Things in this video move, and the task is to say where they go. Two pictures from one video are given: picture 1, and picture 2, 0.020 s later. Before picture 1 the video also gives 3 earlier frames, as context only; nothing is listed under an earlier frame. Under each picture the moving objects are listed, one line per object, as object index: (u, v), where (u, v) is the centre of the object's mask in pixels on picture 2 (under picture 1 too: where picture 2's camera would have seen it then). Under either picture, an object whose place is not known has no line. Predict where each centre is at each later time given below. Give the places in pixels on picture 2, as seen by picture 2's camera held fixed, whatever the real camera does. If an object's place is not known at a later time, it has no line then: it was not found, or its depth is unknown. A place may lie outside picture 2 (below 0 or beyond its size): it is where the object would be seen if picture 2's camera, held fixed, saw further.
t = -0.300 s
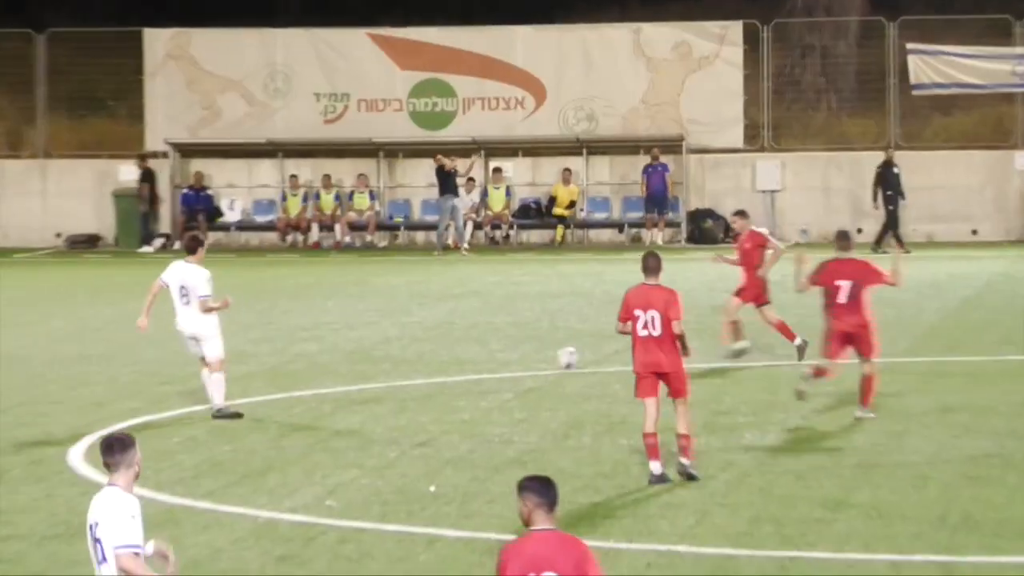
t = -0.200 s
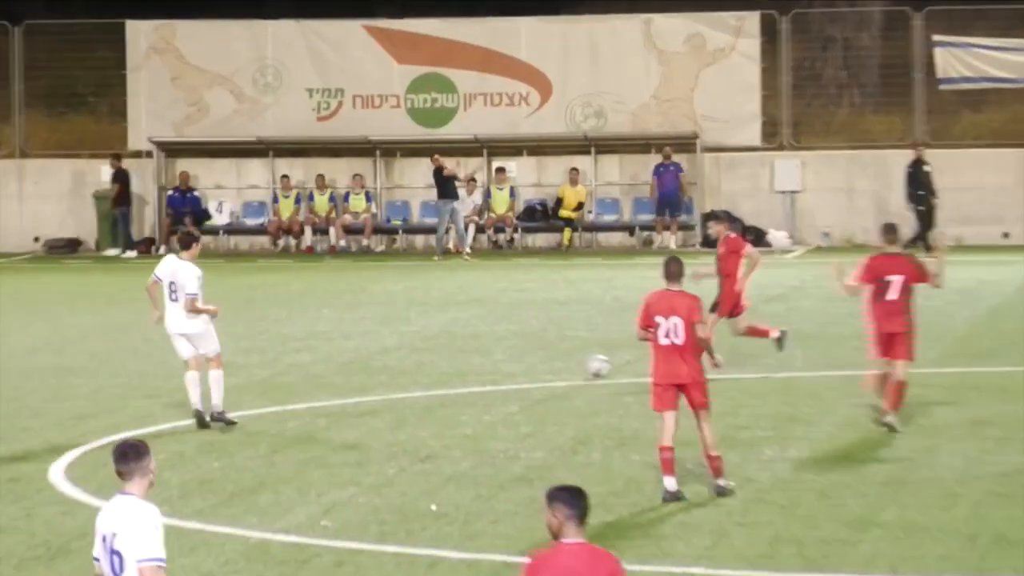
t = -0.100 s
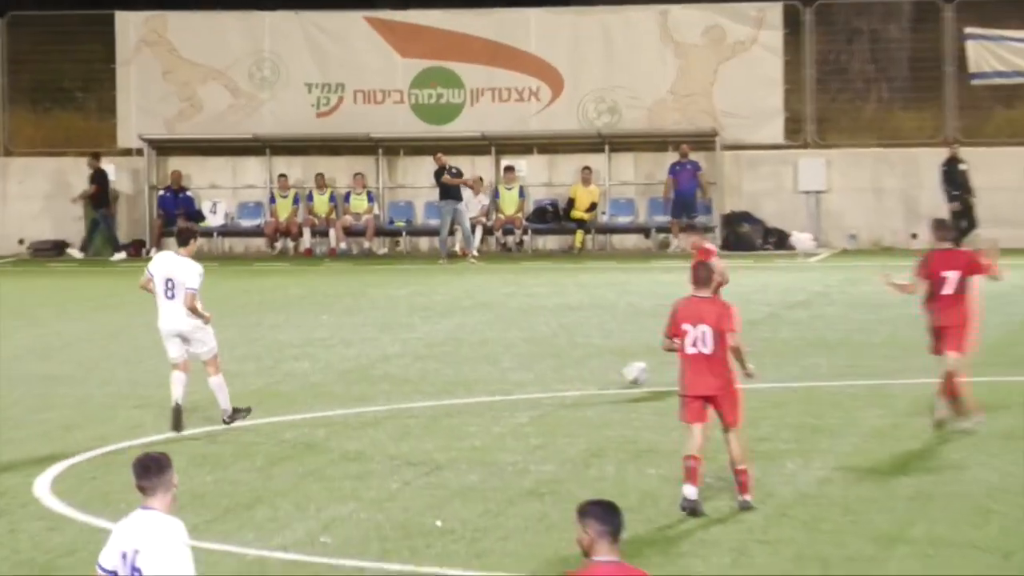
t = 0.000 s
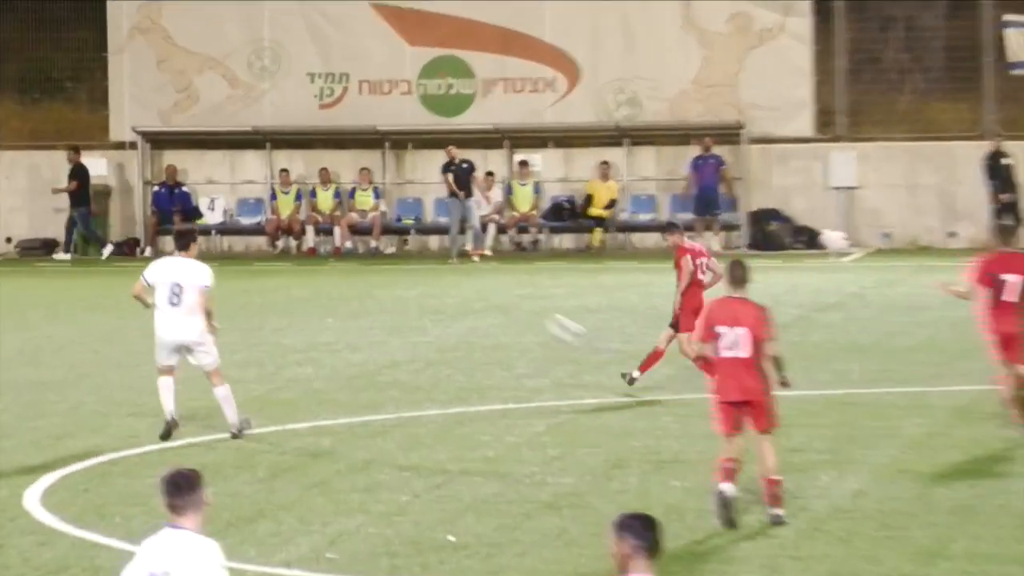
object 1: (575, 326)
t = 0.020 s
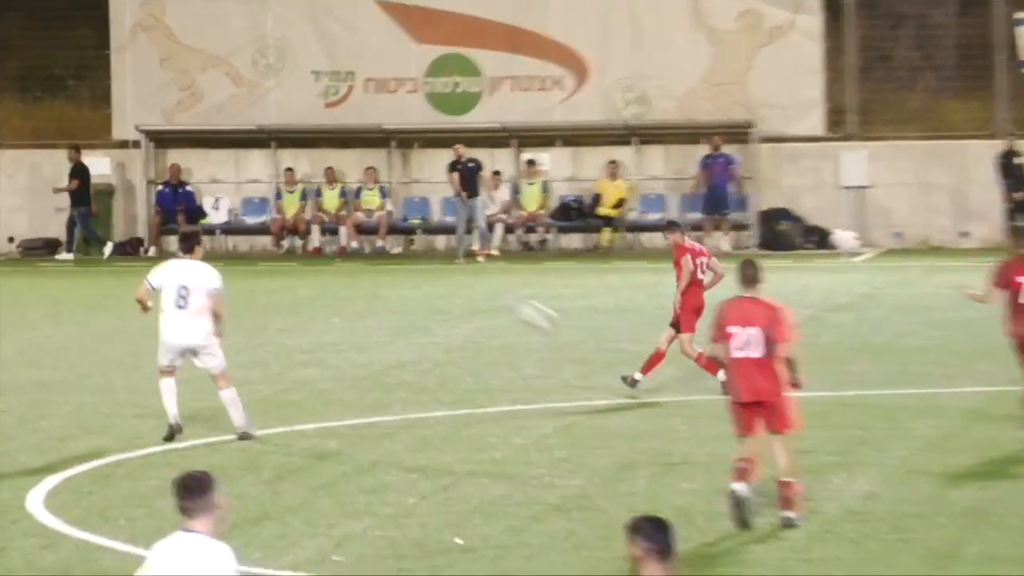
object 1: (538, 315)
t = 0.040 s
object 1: (505, 301)
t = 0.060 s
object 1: (472, 286)
